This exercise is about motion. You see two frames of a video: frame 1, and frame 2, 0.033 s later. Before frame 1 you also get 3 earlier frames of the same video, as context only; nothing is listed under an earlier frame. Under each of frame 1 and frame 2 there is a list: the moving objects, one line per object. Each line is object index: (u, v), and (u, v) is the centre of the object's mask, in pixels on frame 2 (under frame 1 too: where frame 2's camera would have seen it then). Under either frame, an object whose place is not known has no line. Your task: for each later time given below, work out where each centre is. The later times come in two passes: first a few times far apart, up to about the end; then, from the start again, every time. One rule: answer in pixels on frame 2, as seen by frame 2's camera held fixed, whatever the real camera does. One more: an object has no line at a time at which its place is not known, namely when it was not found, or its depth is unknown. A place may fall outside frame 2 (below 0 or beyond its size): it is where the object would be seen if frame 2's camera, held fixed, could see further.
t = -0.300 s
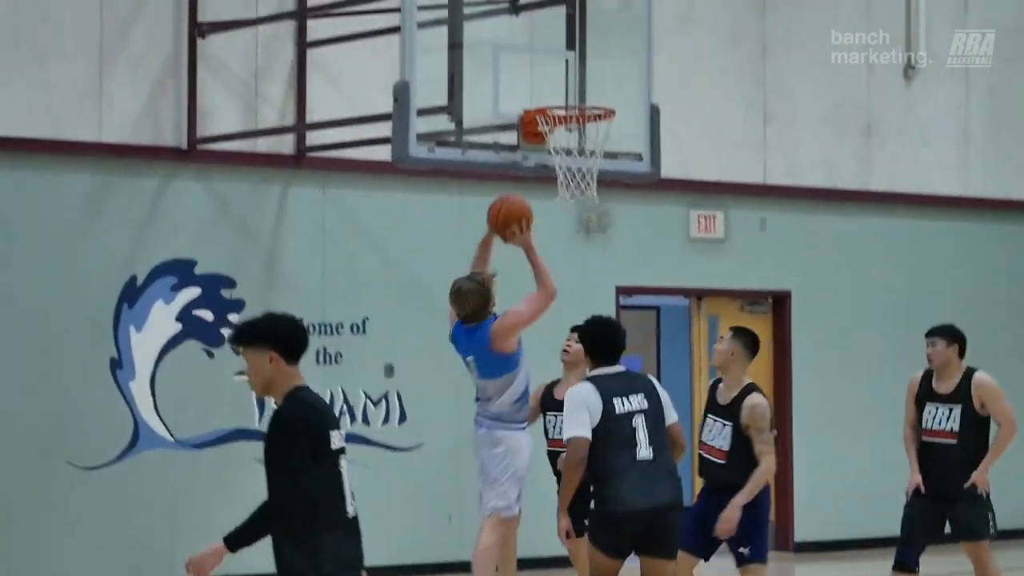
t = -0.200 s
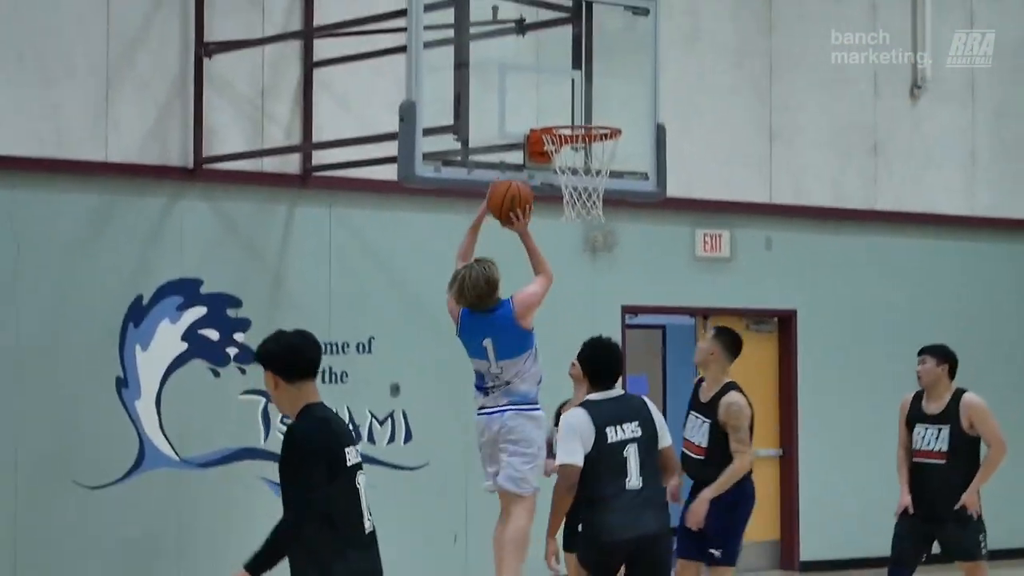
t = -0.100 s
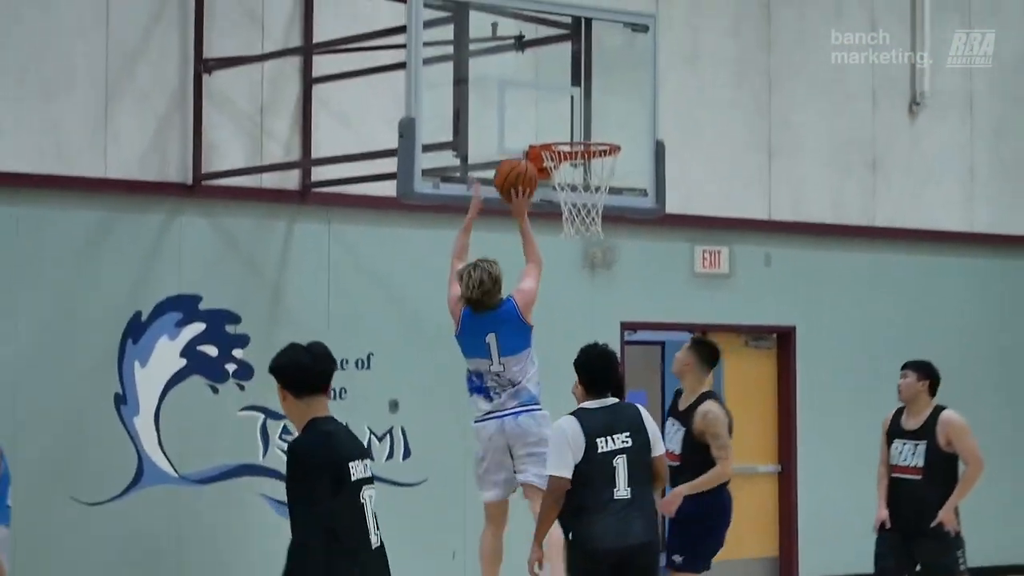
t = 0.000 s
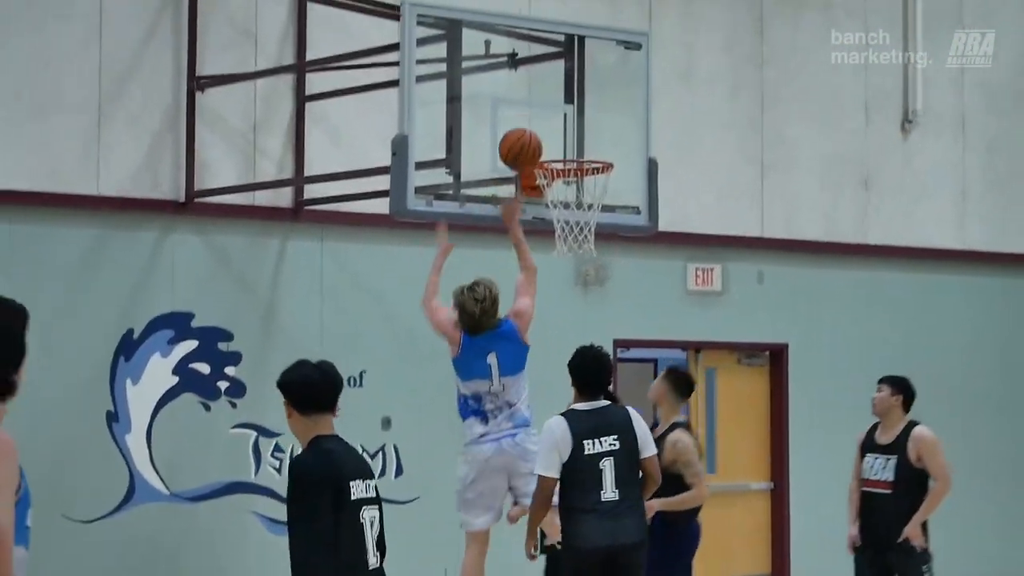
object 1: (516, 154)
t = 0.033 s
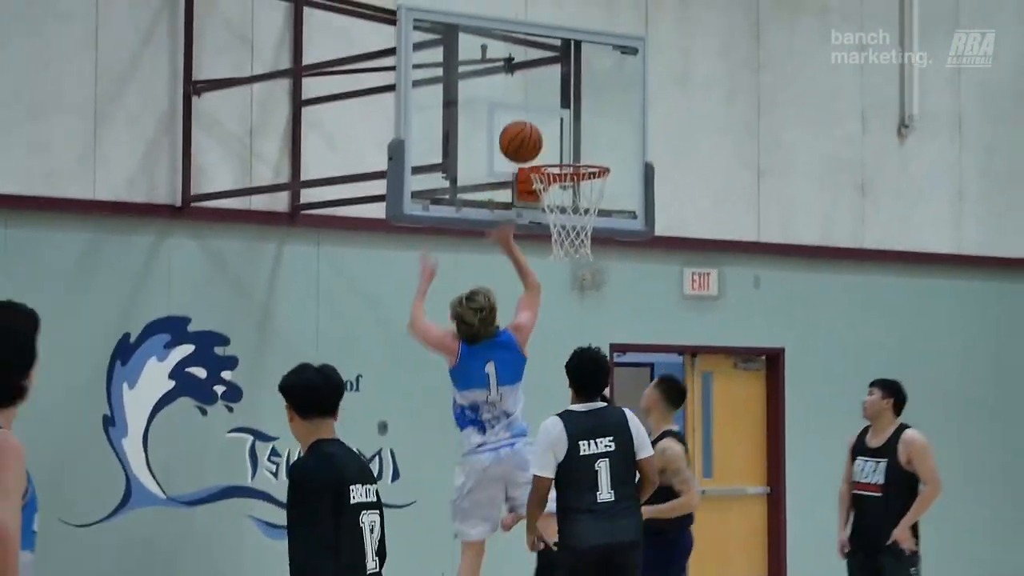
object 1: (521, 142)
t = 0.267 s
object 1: (546, 114)
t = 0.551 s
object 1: (575, 133)
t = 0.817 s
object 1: (602, 138)
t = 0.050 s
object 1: (522, 136)
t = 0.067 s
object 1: (524, 131)
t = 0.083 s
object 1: (526, 127)
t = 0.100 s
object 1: (528, 123)
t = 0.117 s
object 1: (530, 120)
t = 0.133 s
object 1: (532, 118)
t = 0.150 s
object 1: (534, 115)
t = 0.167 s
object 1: (536, 114)
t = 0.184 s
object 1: (537, 112)
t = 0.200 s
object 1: (539, 112)
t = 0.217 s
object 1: (541, 112)
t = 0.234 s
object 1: (543, 112)
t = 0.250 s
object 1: (545, 112)
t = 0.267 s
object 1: (546, 114)
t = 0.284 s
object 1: (548, 115)
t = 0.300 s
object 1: (550, 117)
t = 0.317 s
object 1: (552, 119)
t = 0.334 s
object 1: (554, 122)
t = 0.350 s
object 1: (555, 125)
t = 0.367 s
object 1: (557, 129)
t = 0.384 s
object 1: (558, 134)
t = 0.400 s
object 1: (560, 139)
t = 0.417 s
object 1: (562, 144)
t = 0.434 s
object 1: (563, 148)
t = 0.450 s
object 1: (565, 151)
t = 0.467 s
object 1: (567, 151)
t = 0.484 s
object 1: (568, 148)
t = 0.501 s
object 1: (570, 145)
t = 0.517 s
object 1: (572, 141)
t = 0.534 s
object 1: (573, 137)
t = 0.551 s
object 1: (575, 133)
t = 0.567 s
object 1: (577, 130)
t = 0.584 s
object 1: (578, 128)
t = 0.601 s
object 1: (580, 125)
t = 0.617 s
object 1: (581, 123)
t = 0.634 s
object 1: (583, 122)
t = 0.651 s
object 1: (585, 121)
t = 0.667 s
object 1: (587, 121)
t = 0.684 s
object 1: (588, 121)
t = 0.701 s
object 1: (590, 121)
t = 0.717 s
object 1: (592, 122)
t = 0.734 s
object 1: (594, 124)
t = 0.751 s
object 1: (596, 126)
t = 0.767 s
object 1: (597, 128)
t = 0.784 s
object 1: (599, 131)
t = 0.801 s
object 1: (600, 134)
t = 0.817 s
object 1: (602, 138)
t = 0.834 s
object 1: (604, 142)
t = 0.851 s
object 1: (606, 147)
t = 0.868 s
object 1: (608, 153)
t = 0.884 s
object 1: (610, 158)
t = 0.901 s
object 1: (612, 164)
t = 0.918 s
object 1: (614, 171)
